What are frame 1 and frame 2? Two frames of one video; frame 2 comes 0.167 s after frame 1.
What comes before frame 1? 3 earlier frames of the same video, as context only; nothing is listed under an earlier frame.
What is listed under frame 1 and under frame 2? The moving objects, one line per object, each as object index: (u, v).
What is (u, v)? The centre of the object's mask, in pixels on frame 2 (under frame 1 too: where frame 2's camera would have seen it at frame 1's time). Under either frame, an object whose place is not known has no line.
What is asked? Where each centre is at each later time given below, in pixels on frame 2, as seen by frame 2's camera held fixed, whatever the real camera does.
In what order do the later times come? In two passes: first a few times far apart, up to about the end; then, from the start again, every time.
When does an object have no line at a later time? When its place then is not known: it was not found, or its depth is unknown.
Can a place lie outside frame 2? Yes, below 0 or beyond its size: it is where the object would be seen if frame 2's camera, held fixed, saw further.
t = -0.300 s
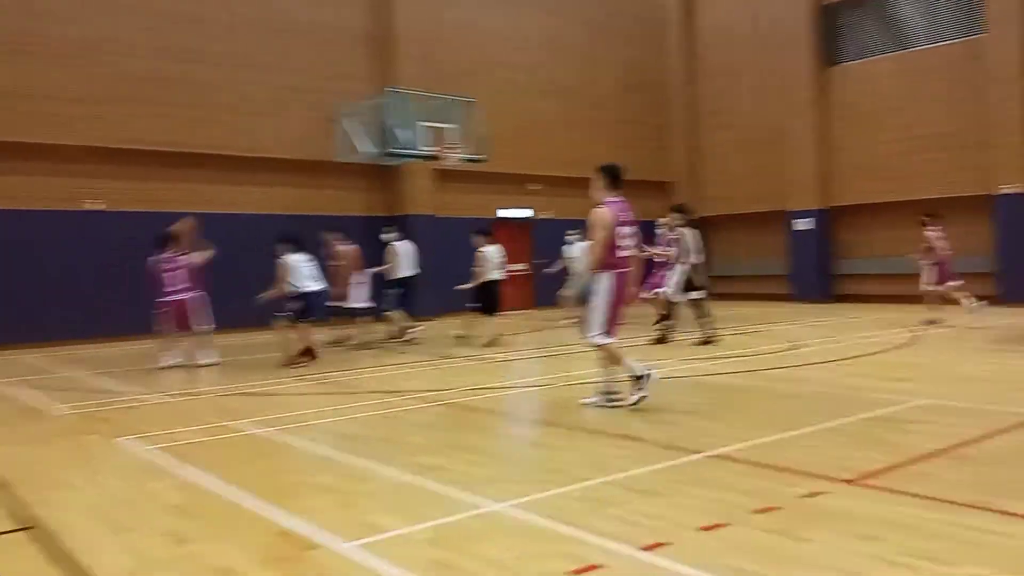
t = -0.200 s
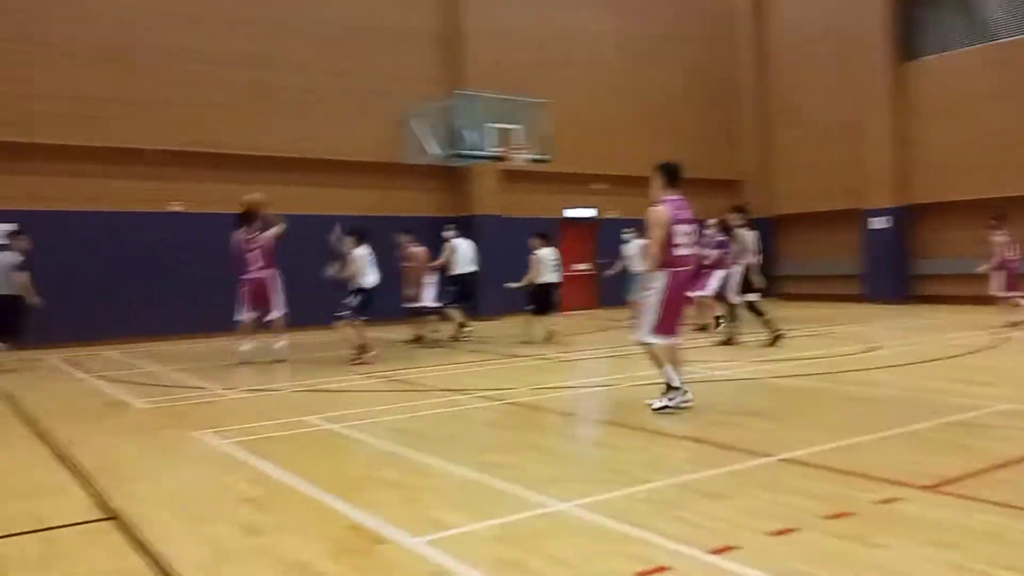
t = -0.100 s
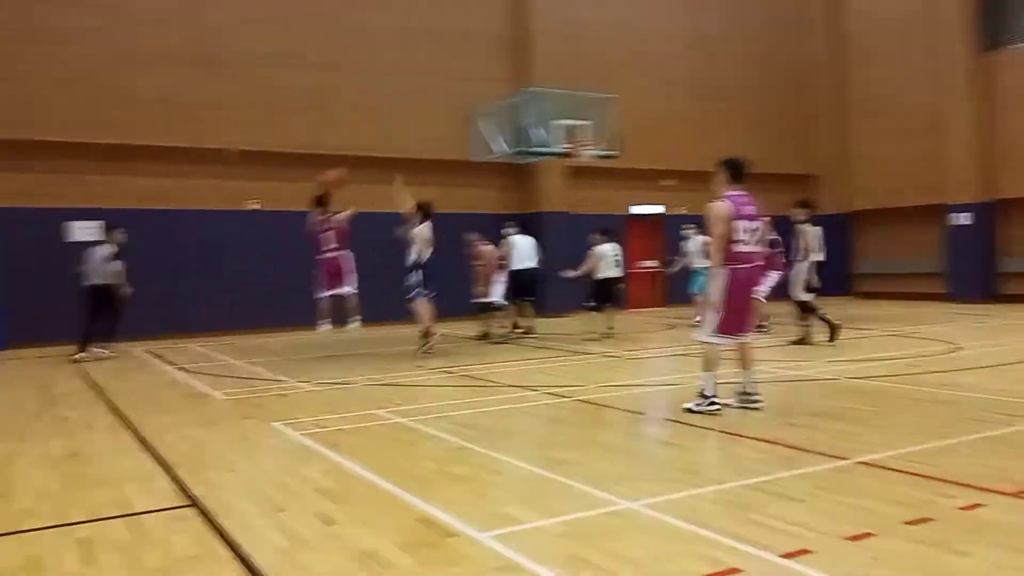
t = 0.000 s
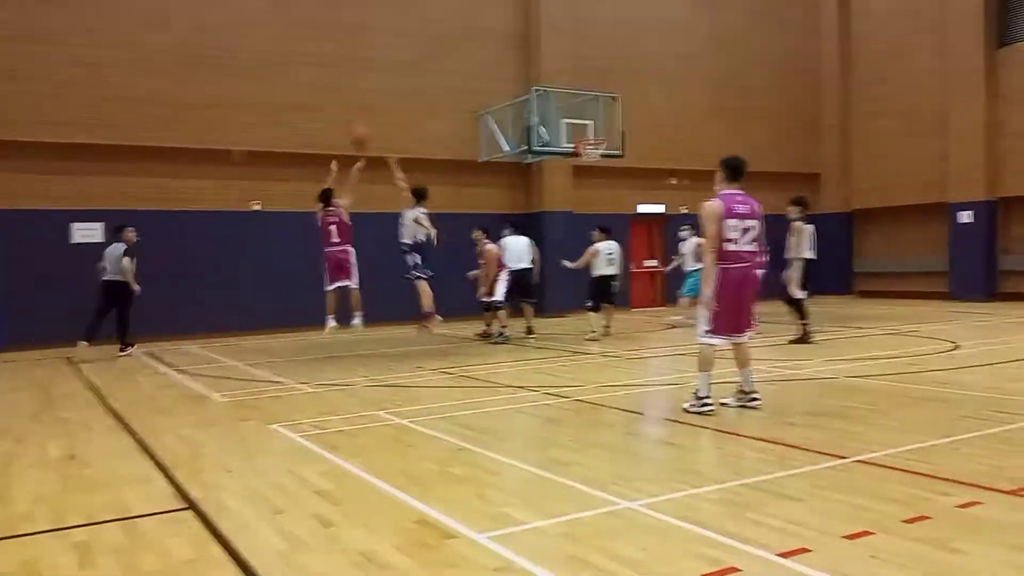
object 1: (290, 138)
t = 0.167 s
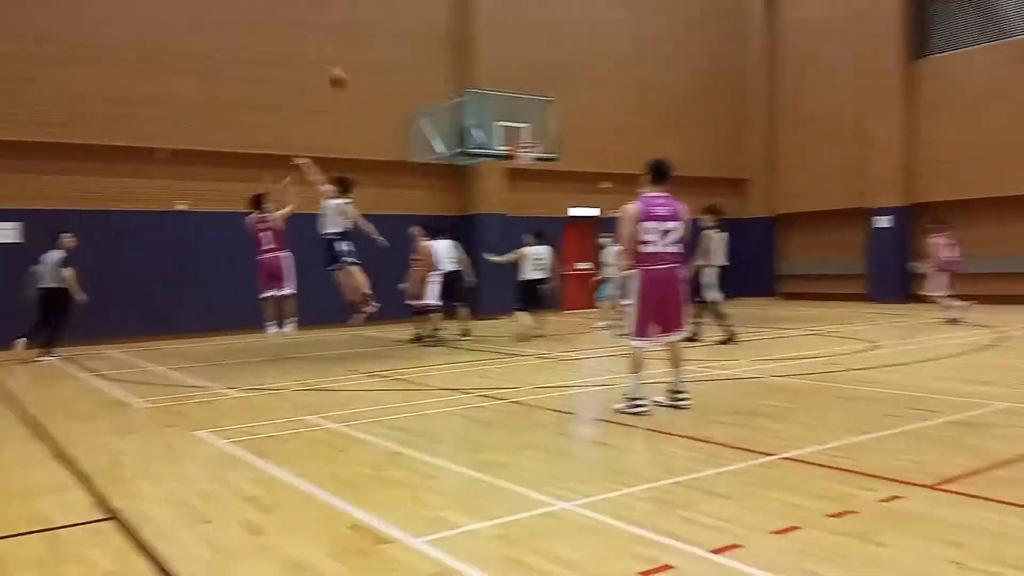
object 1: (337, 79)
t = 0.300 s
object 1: (372, 49)
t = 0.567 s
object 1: (430, 35)
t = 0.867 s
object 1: (481, 73)
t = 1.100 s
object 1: (520, 138)
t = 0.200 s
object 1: (347, 70)
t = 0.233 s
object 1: (355, 63)
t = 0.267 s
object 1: (363, 55)
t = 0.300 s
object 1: (372, 49)
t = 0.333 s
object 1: (381, 44)
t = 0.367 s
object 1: (389, 41)
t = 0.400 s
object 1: (395, 37)
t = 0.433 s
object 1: (400, 35)
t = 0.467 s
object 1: (406, 34)
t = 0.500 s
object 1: (414, 34)
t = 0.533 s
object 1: (422, 34)
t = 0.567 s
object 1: (430, 35)
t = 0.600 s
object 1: (436, 37)
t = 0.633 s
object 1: (440, 39)
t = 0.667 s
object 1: (445, 42)
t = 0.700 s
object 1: (452, 46)
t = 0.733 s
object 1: (459, 48)
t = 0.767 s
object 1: (466, 53)
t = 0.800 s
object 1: (470, 61)
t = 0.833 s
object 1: (476, 66)
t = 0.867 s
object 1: (481, 73)
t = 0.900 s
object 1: (487, 81)
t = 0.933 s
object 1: (493, 88)
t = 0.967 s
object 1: (498, 99)
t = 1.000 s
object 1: (504, 106)
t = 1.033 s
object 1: (510, 113)
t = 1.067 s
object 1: (515, 131)
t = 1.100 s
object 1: (520, 138)
